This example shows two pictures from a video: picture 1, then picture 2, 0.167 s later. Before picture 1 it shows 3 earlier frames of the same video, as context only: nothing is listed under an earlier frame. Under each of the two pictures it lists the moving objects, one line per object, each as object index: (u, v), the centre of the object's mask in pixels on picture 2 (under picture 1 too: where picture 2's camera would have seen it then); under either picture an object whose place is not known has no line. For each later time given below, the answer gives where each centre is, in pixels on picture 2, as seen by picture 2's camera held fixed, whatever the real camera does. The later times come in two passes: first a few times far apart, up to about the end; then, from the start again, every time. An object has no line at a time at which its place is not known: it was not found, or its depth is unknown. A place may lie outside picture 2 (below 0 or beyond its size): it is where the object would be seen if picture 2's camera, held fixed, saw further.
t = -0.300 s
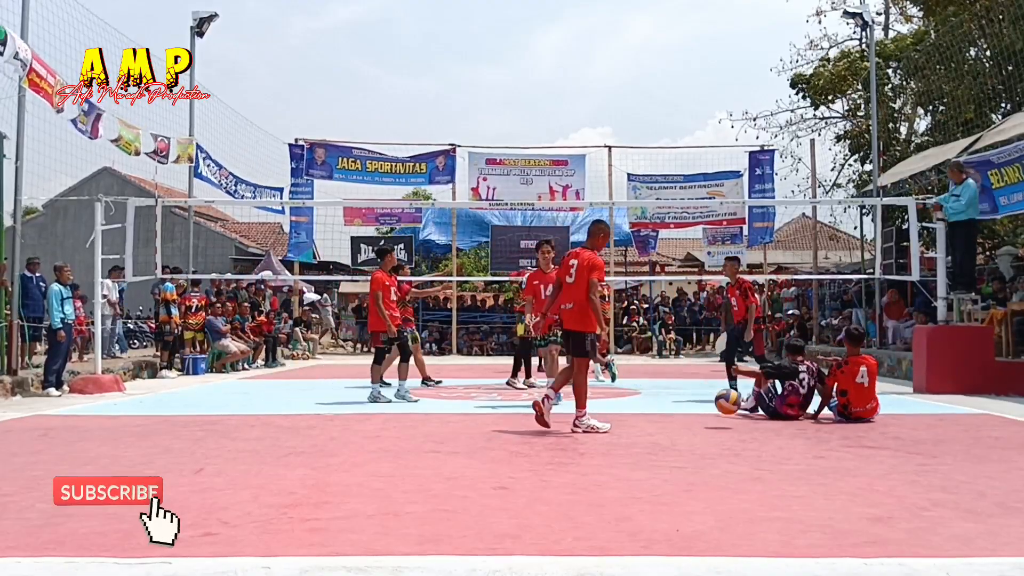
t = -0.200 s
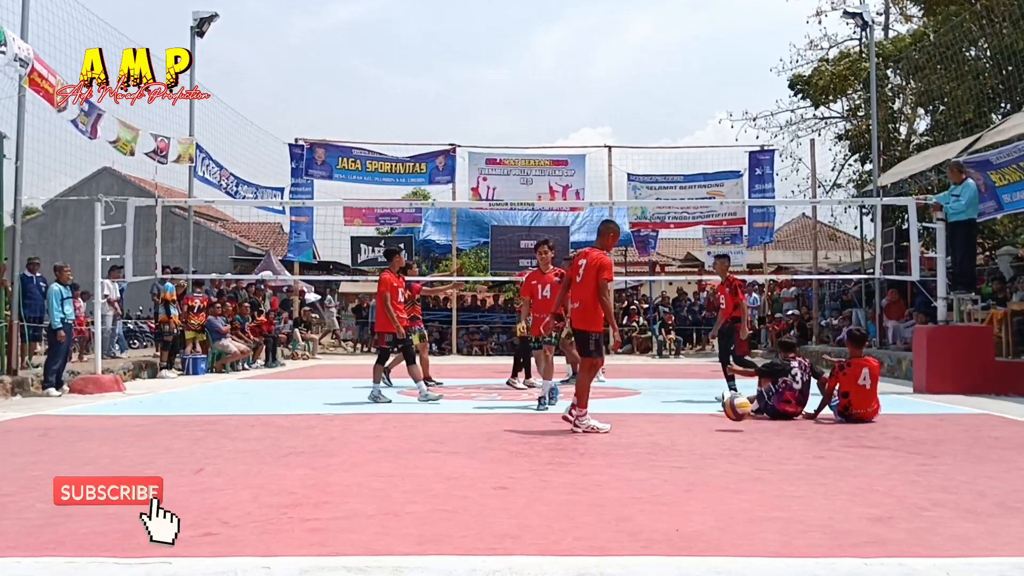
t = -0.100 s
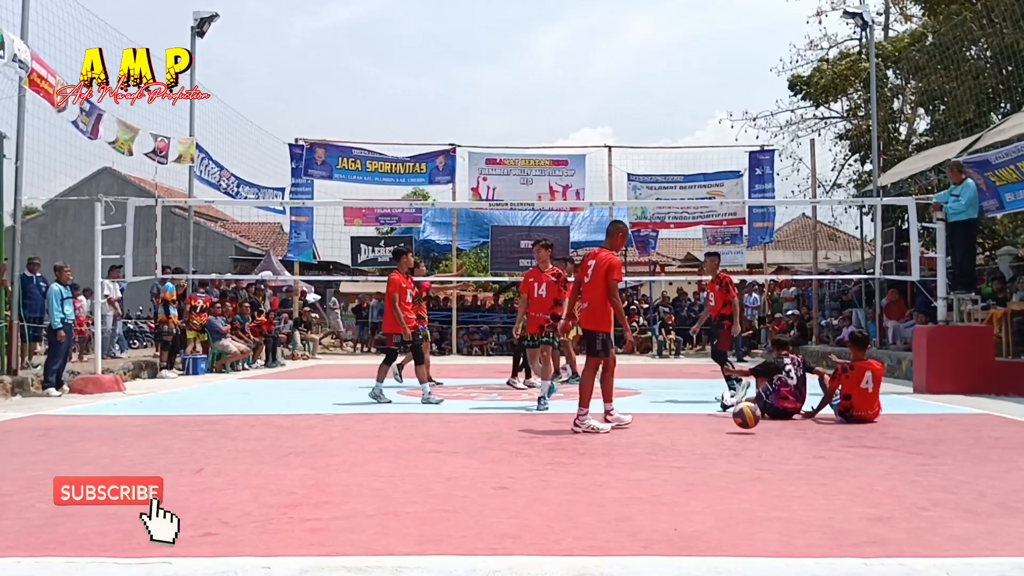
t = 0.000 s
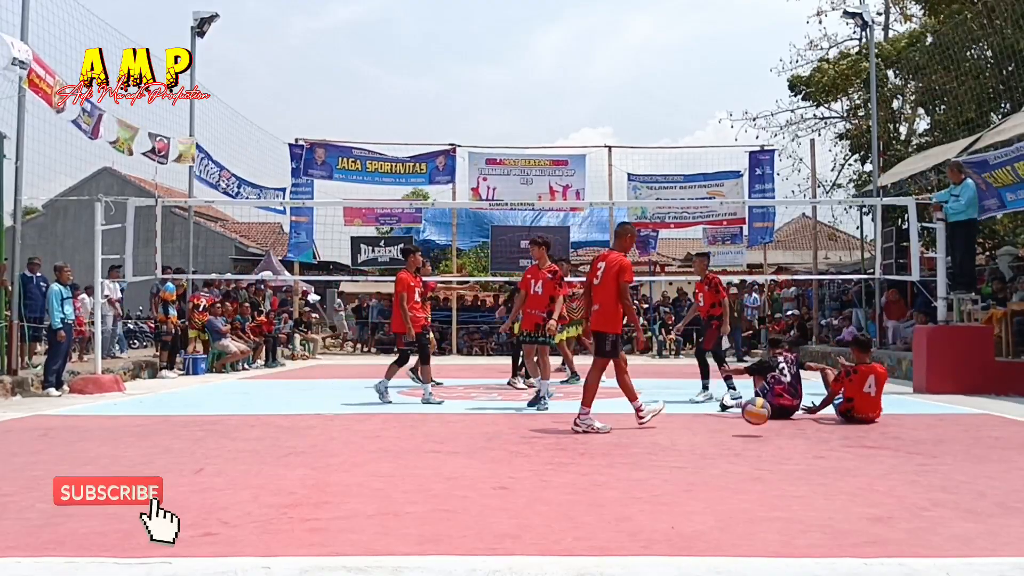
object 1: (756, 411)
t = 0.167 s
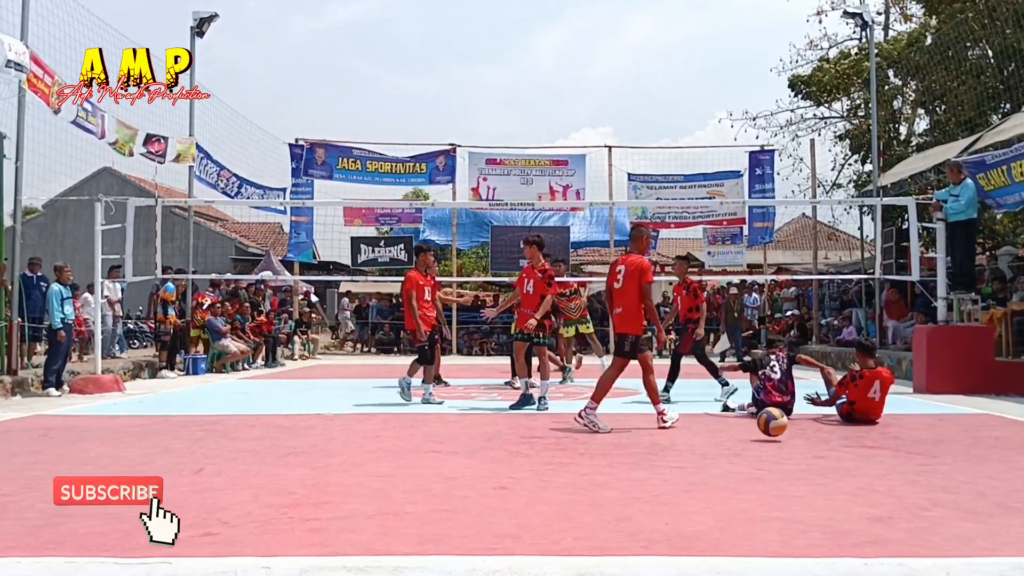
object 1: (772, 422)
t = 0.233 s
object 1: (778, 418)
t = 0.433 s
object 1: (799, 428)
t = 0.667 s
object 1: (824, 435)
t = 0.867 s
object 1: (848, 442)
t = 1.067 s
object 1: (875, 449)
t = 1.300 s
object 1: (906, 456)
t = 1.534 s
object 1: (940, 468)
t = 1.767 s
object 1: (980, 479)
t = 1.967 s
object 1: (1009, 487)
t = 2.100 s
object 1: (1019, 493)
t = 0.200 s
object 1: (775, 419)
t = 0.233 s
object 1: (778, 418)
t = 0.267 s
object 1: (782, 418)
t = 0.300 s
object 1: (785, 420)
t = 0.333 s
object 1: (789, 424)
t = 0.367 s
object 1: (792, 430)
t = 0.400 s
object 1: (795, 432)
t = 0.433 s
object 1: (799, 428)
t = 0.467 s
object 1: (803, 427)
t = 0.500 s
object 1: (806, 427)
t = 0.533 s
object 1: (809, 429)
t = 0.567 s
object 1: (813, 433)
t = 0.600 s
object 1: (817, 439)
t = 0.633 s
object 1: (820, 438)
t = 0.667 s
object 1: (824, 435)
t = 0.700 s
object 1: (828, 434)
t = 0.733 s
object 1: (832, 435)
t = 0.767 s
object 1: (836, 439)
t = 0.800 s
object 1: (840, 444)
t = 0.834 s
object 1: (844, 445)
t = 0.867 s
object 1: (848, 442)
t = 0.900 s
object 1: (852, 442)
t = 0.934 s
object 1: (857, 442)
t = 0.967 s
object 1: (861, 445)
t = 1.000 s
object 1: (866, 451)
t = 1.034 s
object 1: (870, 452)
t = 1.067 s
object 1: (875, 449)
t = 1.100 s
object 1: (879, 448)
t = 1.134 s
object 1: (883, 449)
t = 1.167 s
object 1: (887, 452)
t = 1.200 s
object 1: (893, 458)
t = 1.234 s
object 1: (897, 459)
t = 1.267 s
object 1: (901, 456)
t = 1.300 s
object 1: (906, 456)
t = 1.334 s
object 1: (910, 457)
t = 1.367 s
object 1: (915, 461)
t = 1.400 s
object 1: (920, 468)
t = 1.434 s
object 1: (925, 466)
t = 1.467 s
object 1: (930, 464)
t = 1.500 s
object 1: (935, 465)
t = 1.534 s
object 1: (940, 468)
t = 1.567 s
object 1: (946, 474)
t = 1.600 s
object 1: (952, 473)
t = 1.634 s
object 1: (957, 472)
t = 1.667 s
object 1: (963, 472)
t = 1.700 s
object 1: (969, 476)
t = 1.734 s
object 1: (975, 481)
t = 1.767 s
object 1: (980, 479)
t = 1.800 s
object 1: (986, 479)
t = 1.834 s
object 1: (991, 481)
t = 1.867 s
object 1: (998, 486)
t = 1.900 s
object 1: (1002, 486)
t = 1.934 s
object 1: (1005, 485)
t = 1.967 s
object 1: (1009, 487)
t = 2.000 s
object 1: (1011, 491)
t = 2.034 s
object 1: (1014, 491)
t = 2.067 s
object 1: (1016, 490)
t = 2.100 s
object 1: (1019, 493)
